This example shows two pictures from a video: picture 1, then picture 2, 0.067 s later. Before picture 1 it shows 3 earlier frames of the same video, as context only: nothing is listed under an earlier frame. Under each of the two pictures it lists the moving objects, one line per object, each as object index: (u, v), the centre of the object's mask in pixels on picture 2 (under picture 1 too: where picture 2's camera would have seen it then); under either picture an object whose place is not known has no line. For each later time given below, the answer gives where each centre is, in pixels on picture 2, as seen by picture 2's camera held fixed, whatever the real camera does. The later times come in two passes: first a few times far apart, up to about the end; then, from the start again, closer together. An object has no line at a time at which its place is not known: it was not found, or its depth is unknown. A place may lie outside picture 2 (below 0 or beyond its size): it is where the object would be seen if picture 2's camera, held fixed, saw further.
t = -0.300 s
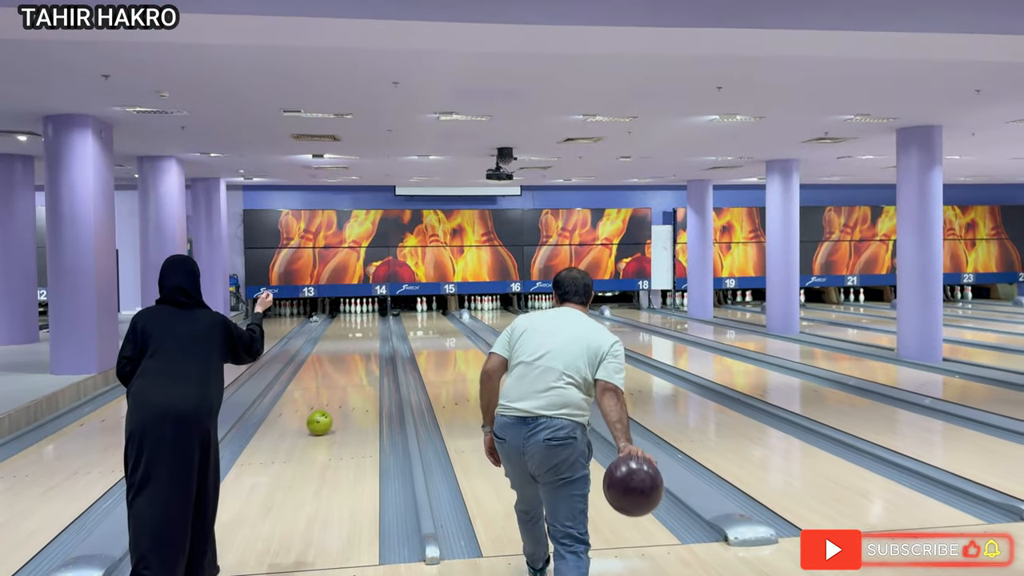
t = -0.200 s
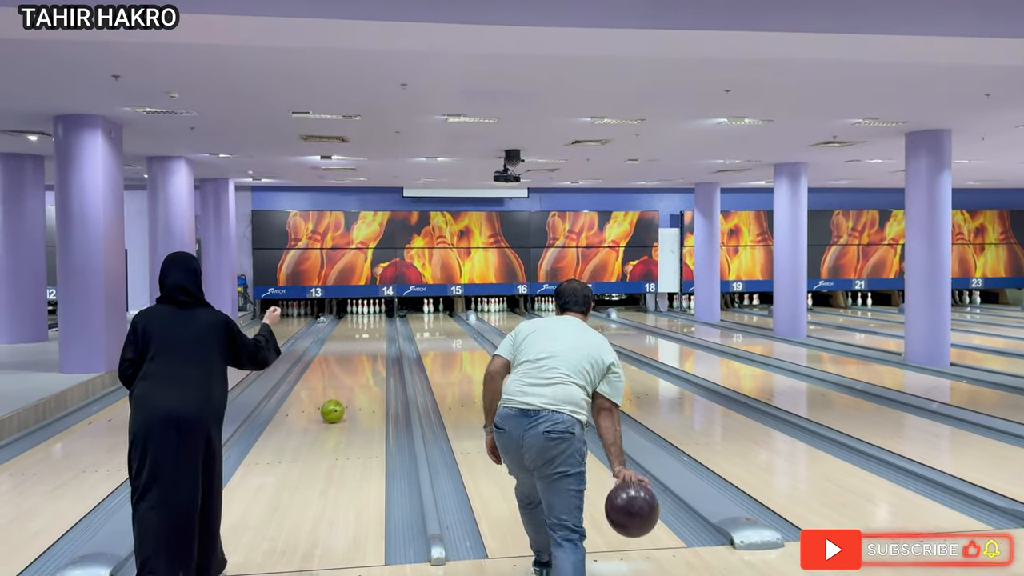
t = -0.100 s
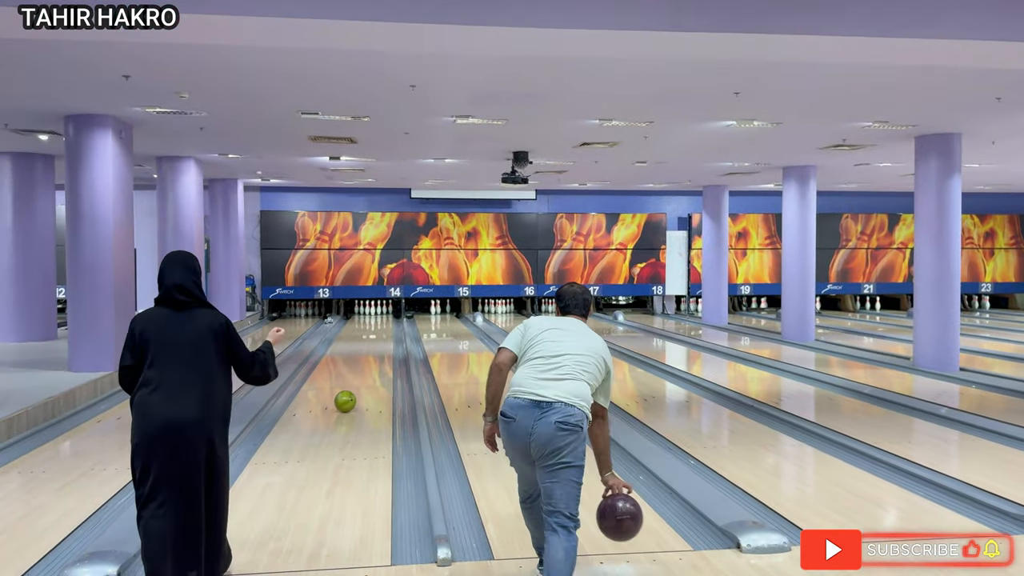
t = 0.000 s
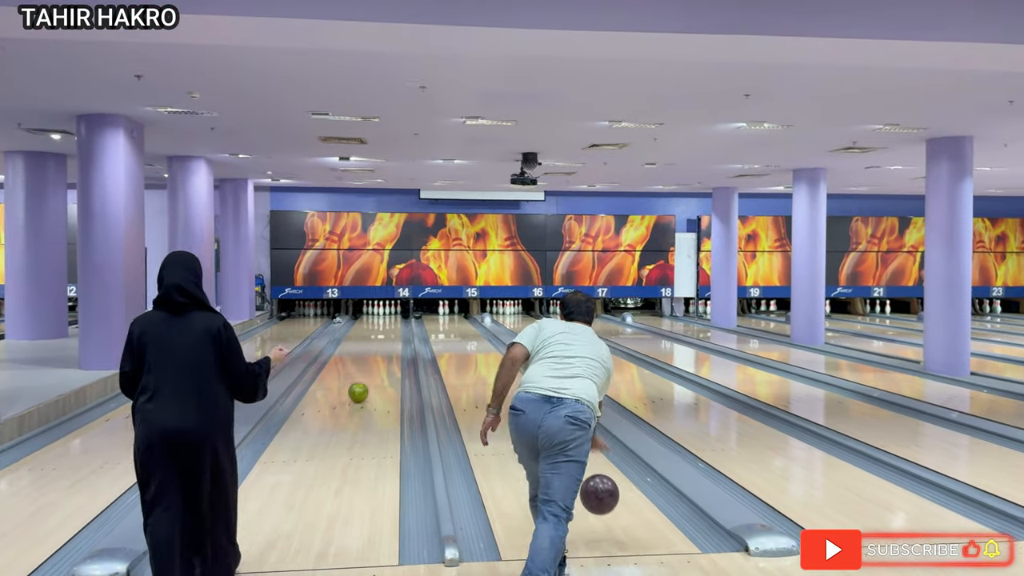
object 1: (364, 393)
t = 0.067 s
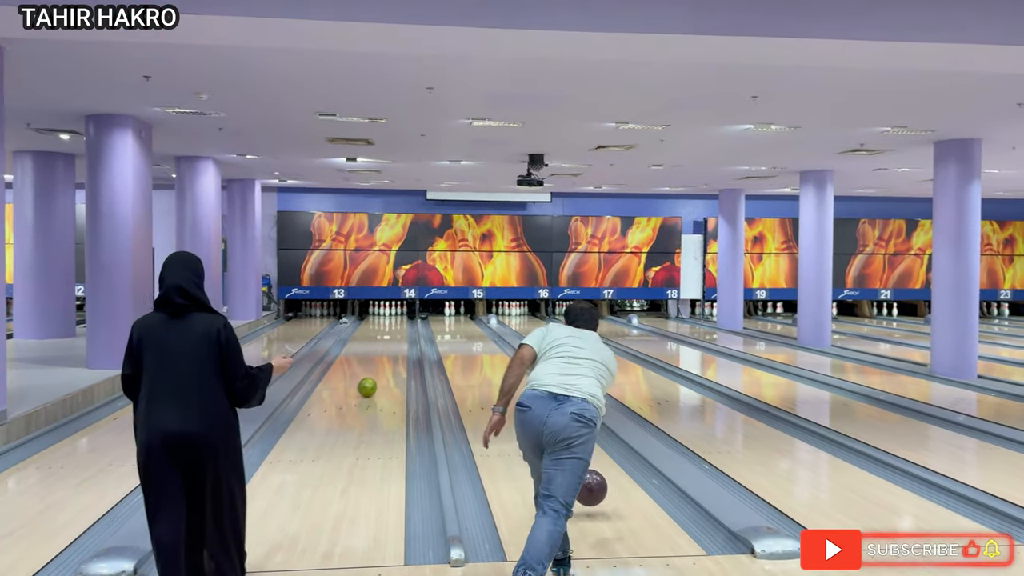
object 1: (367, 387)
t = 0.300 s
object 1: (376, 372)
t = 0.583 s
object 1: (383, 358)
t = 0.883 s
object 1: (389, 347)
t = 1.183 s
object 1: (393, 338)
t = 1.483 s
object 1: (395, 331)
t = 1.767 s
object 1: (398, 325)
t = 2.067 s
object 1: (399, 321)
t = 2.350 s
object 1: (400, 318)
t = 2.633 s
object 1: (399, 315)
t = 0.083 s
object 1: (368, 386)
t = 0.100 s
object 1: (368, 385)
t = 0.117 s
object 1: (369, 383)
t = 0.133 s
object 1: (370, 382)
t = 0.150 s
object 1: (370, 381)
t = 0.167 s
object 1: (371, 380)
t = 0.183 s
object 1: (371, 379)
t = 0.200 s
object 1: (372, 378)
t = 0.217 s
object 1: (372, 377)
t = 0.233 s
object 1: (373, 376)
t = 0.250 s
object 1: (374, 375)
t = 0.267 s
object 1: (375, 374)
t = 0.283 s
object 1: (375, 373)
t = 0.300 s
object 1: (376, 372)
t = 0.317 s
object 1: (376, 371)
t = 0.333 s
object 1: (376, 370)
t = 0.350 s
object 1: (377, 369)
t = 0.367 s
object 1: (377, 368)
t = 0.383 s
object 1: (378, 367)
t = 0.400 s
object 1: (378, 366)
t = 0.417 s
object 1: (379, 365)
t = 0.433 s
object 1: (380, 365)
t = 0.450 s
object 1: (380, 364)
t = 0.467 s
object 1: (380, 364)
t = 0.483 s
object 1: (381, 362)
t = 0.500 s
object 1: (381, 362)
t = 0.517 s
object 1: (381, 361)
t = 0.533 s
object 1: (382, 361)
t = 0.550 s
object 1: (382, 360)
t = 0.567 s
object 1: (382, 359)
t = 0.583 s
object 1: (383, 358)
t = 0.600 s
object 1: (384, 356)
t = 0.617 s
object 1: (384, 356)
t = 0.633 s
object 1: (384, 356)
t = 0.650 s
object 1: (385, 355)
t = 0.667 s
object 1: (385, 354)
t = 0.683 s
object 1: (385, 354)
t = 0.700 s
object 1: (386, 353)
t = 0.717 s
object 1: (386, 352)
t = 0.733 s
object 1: (386, 352)
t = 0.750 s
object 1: (386, 351)
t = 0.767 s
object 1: (387, 351)
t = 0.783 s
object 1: (387, 350)
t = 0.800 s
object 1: (388, 349)
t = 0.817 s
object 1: (388, 349)
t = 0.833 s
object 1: (388, 348)
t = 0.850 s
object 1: (388, 348)
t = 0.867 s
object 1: (389, 347)
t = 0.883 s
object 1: (389, 347)
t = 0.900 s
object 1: (389, 347)
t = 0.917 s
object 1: (389, 346)
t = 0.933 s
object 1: (389, 345)
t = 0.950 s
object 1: (390, 345)
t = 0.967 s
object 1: (390, 344)
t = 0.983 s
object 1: (390, 343)
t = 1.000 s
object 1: (390, 343)
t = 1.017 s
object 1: (391, 342)
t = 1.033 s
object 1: (391, 342)
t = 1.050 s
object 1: (391, 341)
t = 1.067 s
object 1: (391, 341)
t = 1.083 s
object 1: (391, 341)
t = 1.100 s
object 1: (392, 340)
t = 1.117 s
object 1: (392, 340)
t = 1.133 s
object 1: (392, 339)
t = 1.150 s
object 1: (393, 339)
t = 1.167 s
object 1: (393, 338)
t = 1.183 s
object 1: (393, 338)
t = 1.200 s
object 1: (393, 338)
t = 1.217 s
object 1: (394, 337)
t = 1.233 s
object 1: (393, 337)
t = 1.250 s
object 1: (393, 336)
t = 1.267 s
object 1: (394, 336)
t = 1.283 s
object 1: (394, 335)
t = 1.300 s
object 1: (394, 335)
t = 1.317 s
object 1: (395, 335)
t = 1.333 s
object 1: (395, 334)
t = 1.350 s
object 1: (395, 334)
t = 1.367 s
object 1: (395, 333)
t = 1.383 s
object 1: (396, 333)
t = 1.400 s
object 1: (396, 333)
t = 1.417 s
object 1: (396, 333)
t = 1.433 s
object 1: (396, 332)
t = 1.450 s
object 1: (396, 332)
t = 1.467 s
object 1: (395, 331)
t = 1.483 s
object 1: (395, 331)
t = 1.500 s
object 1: (395, 331)
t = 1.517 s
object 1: (396, 330)
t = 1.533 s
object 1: (396, 330)
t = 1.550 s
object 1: (396, 329)
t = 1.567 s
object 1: (396, 329)
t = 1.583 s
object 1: (396, 329)
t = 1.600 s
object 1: (396, 329)
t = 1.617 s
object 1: (396, 329)
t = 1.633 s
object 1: (396, 329)
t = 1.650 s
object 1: (397, 328)
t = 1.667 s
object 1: (397, 328)
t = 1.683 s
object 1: (398, 327)
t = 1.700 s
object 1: (397, 327)
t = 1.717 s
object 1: (398, 327)
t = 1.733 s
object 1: (398, 326)
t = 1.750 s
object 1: (397, 326)
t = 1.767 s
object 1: (398, 325)
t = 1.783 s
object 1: (397, 325)
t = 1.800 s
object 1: (397, 325)
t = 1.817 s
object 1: (398, 325)
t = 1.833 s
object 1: (398, 325)
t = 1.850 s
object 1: (398, 324)
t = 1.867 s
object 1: (398, 325)
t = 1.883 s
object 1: (399, 324)
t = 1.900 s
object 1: (399, 324)
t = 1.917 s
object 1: (399, 323)
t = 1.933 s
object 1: (399, 323)
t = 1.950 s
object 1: (399, 322)
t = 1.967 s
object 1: (398, 322)
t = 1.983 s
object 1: (398, 322)
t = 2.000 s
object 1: (399, 322)
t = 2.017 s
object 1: (399, 321)
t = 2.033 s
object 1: (399, 321)
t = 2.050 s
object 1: (399, 321)
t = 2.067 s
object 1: (399, 321)
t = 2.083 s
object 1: (399, 320)
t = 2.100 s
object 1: (399, 320)
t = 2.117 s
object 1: (400, 320)
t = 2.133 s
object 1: (400, 320)
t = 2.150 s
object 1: (400, 320)
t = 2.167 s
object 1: (400, 320)
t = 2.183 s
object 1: (399, 320)
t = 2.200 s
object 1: (400, 319)
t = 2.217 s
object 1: (400, 319)
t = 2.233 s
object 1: (400, 319)
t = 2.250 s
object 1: (400, 319)
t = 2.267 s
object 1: (400, 319)
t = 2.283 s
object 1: (400, 318)
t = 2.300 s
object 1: (400, 318)
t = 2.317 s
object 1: (400, 318)
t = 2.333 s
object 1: (400, 318)
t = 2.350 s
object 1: (400, 318)
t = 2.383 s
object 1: (399, 317)
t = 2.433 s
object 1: (400, 316)
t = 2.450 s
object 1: (400, 316)
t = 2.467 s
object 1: (399, 316)
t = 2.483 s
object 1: (400, 316)
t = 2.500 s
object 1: (399, 316)
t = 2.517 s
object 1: (399, 315)
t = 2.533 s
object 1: (400, 315)
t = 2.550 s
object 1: (399, 315)
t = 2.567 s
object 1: (400, 315)
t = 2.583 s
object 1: (400, 315)
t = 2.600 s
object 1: (399, 315)
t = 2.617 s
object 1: (399, 315)
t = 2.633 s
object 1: (399, 315)
